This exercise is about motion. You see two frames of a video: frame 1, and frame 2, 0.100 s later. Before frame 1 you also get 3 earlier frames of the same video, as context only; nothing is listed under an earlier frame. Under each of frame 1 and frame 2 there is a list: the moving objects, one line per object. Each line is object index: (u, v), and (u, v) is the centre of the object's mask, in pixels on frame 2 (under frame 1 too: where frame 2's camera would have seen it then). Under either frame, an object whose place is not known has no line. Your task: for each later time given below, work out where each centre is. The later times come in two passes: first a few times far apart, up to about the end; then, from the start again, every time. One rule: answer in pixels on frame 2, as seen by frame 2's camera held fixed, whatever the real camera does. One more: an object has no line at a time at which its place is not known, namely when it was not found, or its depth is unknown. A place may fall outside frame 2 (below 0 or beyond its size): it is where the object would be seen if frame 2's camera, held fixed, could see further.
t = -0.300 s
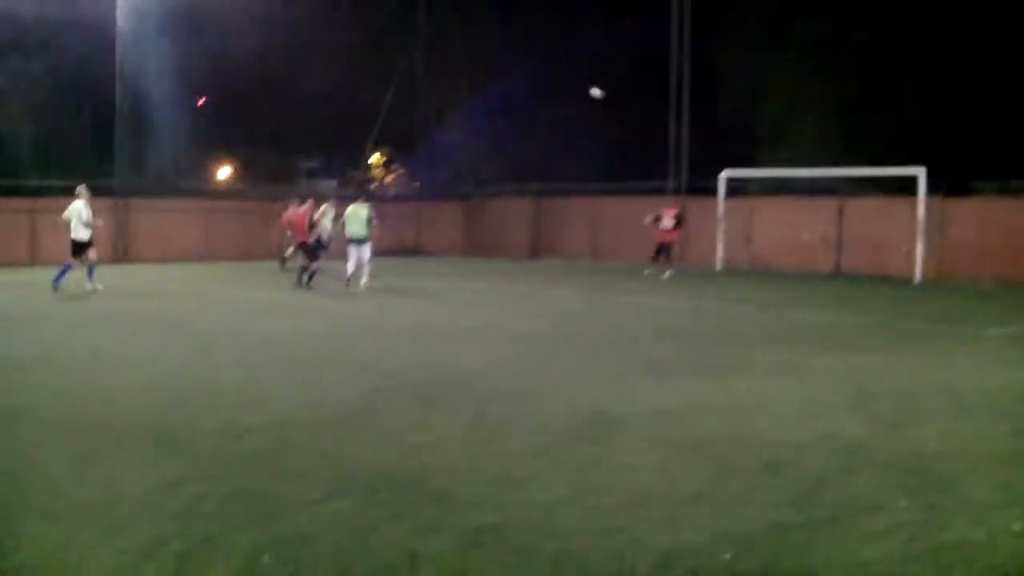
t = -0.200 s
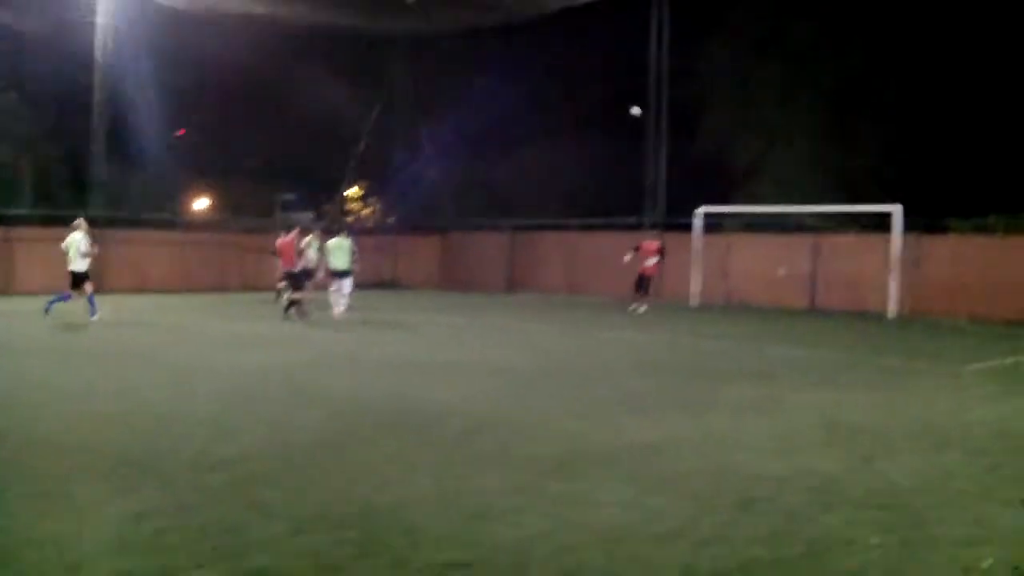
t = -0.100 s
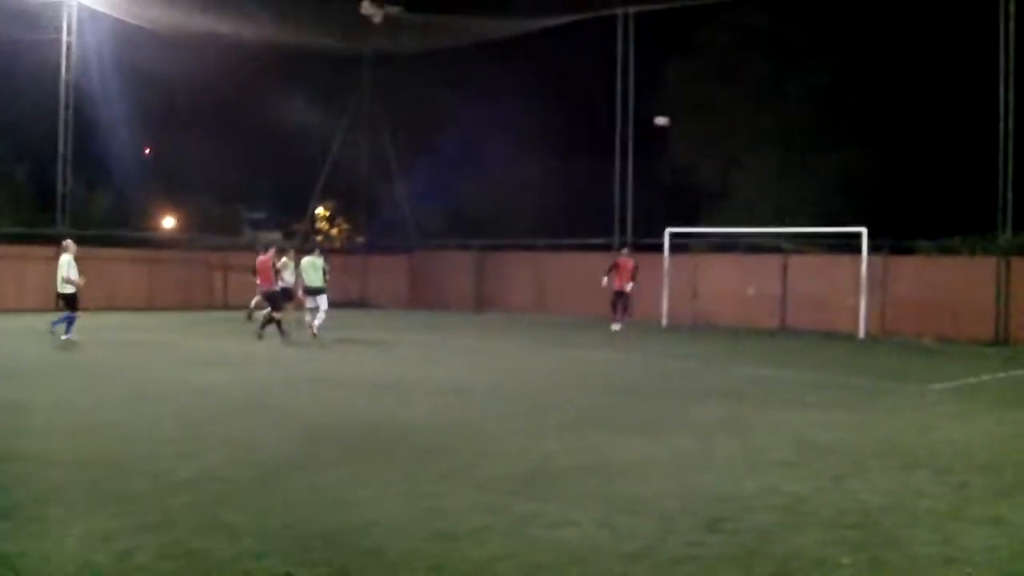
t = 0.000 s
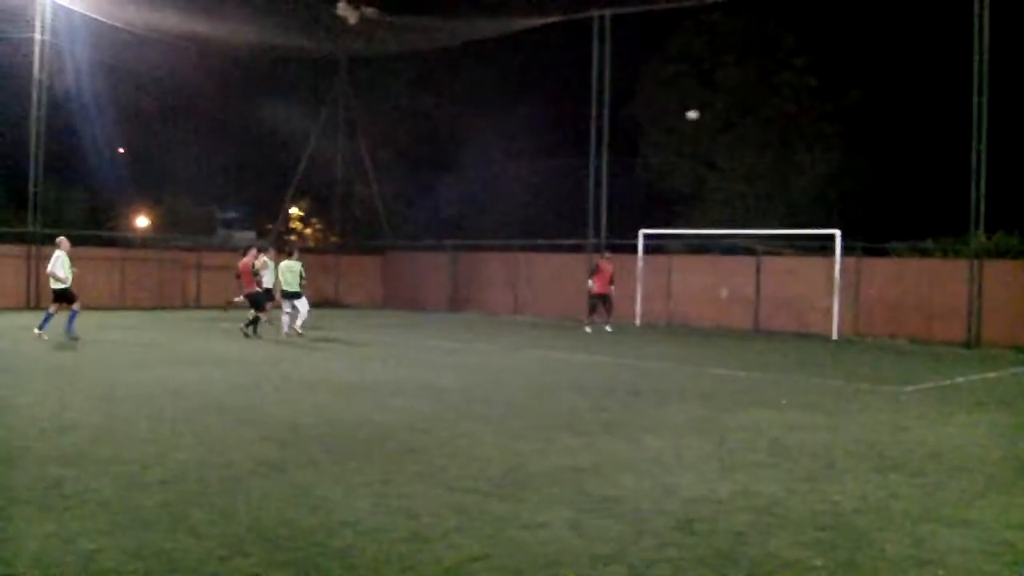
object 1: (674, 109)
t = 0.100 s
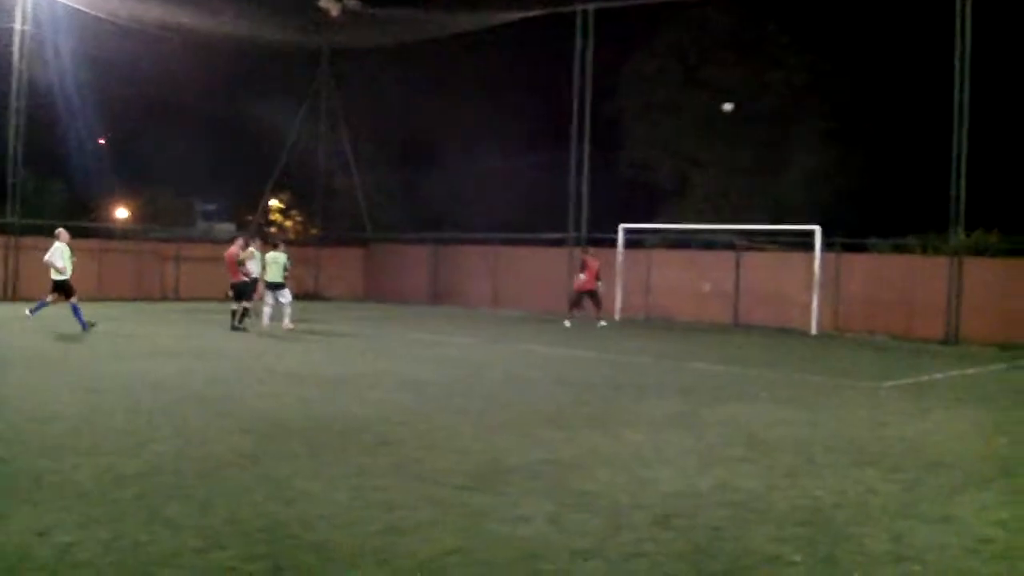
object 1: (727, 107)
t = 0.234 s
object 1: (793, 110)
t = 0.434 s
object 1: (832, 120)
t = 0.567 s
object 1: (842, 131)
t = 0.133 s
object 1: (743, 107)
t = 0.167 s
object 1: (759, 107)
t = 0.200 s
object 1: (777, 108)
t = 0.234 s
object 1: (793, 110)
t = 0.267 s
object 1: (805, 112)
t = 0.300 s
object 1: (814, 113)
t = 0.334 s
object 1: (821, 115)
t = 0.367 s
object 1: (825, 115)
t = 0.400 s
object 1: (829, 117)
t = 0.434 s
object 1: (832, 120)
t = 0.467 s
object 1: (834, 122)
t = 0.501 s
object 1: (837, 125)
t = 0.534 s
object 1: (840, 127)
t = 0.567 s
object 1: (842, 131)
